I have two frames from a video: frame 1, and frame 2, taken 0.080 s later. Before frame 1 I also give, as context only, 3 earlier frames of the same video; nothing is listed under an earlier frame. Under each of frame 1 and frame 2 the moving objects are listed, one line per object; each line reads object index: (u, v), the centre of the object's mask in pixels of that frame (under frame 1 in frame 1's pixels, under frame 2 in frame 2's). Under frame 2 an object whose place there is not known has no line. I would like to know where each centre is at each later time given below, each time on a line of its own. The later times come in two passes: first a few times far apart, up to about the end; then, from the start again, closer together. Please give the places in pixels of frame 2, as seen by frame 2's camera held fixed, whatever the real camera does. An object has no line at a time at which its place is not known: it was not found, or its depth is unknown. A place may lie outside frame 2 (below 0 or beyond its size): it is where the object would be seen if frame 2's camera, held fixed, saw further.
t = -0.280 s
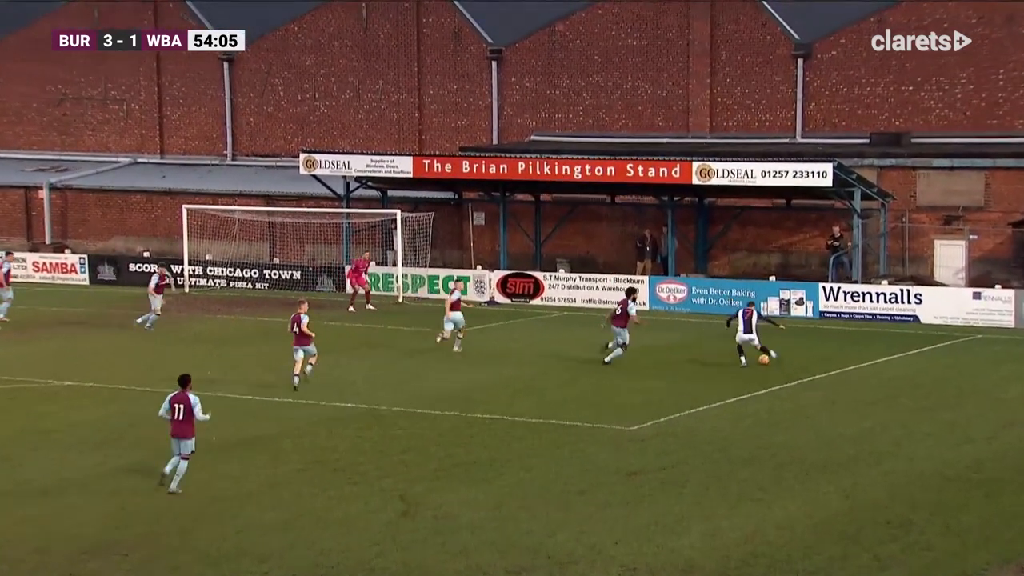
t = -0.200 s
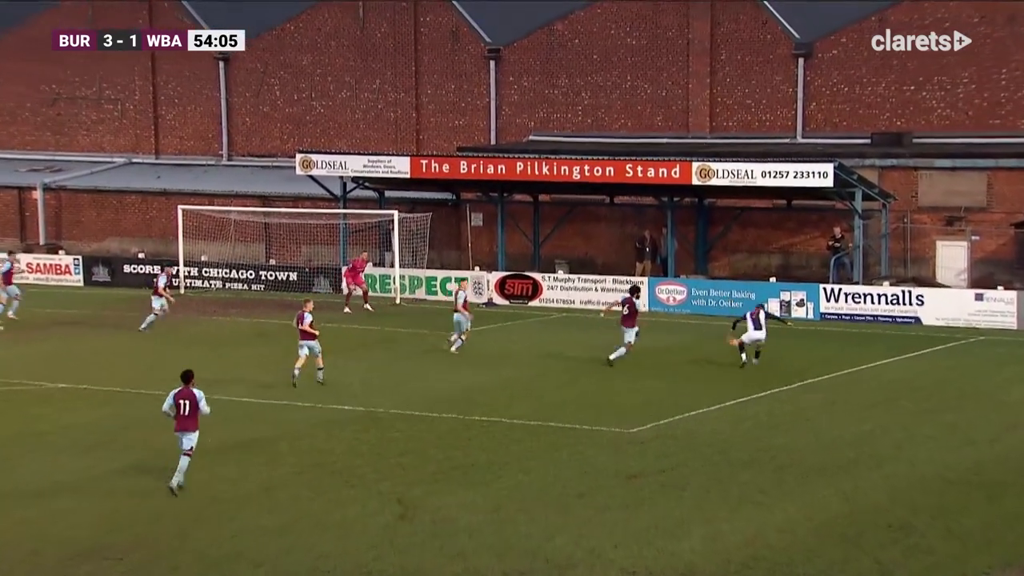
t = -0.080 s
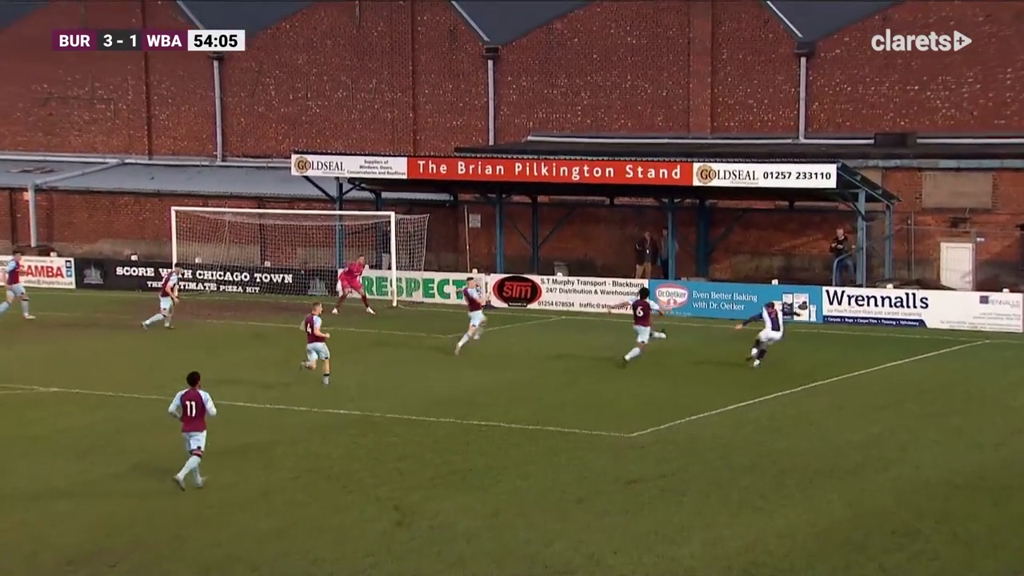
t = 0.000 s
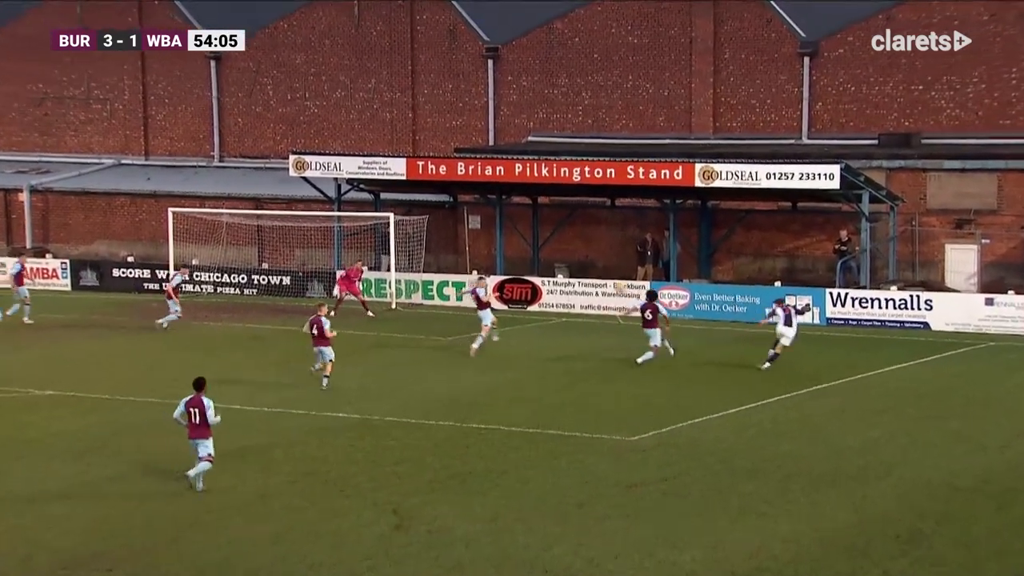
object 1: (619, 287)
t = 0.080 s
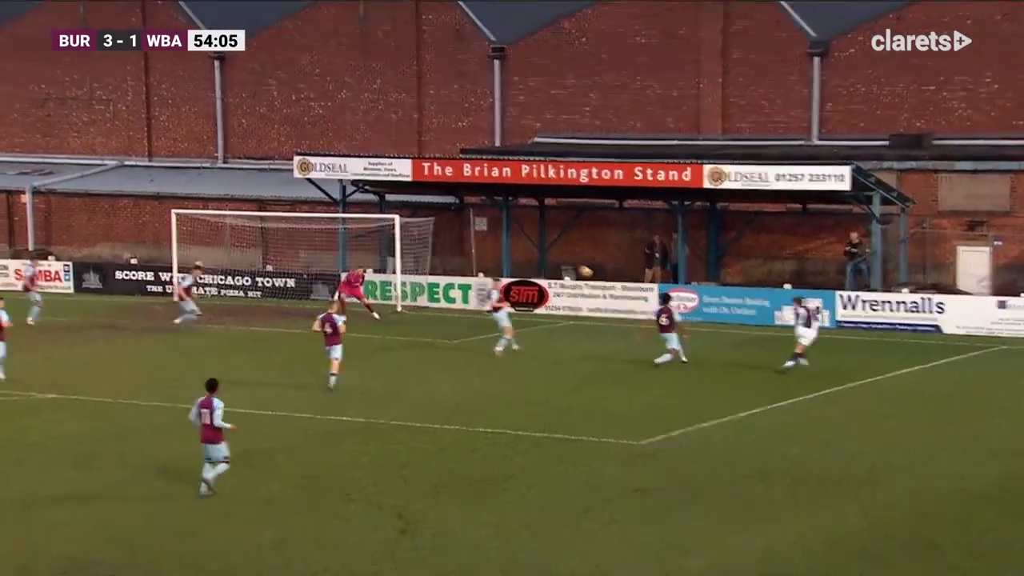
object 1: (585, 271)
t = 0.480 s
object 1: (397, 216)
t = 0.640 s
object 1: (331, 211)
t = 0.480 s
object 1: (397, 216)
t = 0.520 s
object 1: (380, 214)
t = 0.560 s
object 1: (363, 212)
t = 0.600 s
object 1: (347, 211)
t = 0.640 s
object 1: (331, 211)
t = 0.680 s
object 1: (315, 210)
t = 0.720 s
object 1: (299, 211)
